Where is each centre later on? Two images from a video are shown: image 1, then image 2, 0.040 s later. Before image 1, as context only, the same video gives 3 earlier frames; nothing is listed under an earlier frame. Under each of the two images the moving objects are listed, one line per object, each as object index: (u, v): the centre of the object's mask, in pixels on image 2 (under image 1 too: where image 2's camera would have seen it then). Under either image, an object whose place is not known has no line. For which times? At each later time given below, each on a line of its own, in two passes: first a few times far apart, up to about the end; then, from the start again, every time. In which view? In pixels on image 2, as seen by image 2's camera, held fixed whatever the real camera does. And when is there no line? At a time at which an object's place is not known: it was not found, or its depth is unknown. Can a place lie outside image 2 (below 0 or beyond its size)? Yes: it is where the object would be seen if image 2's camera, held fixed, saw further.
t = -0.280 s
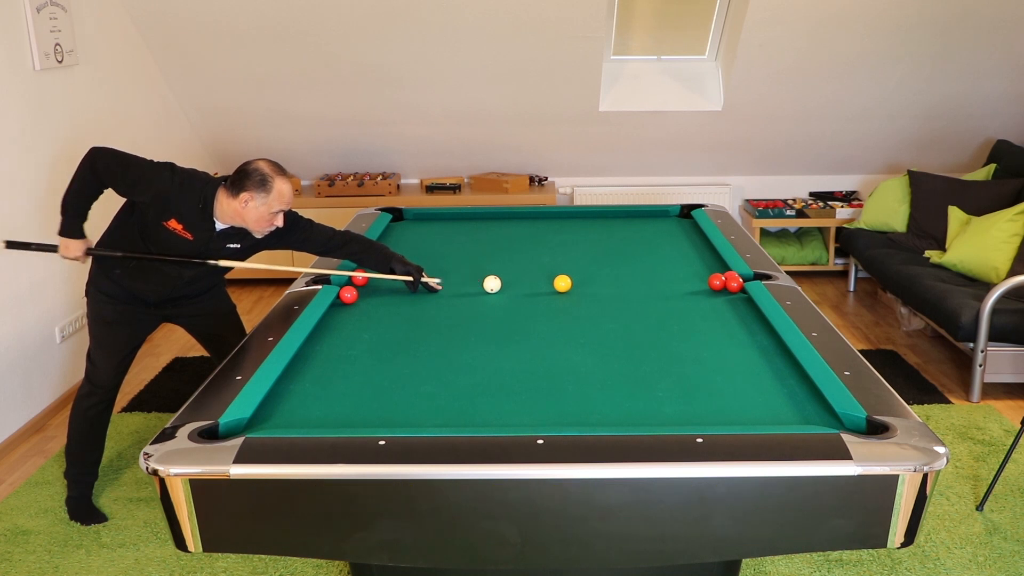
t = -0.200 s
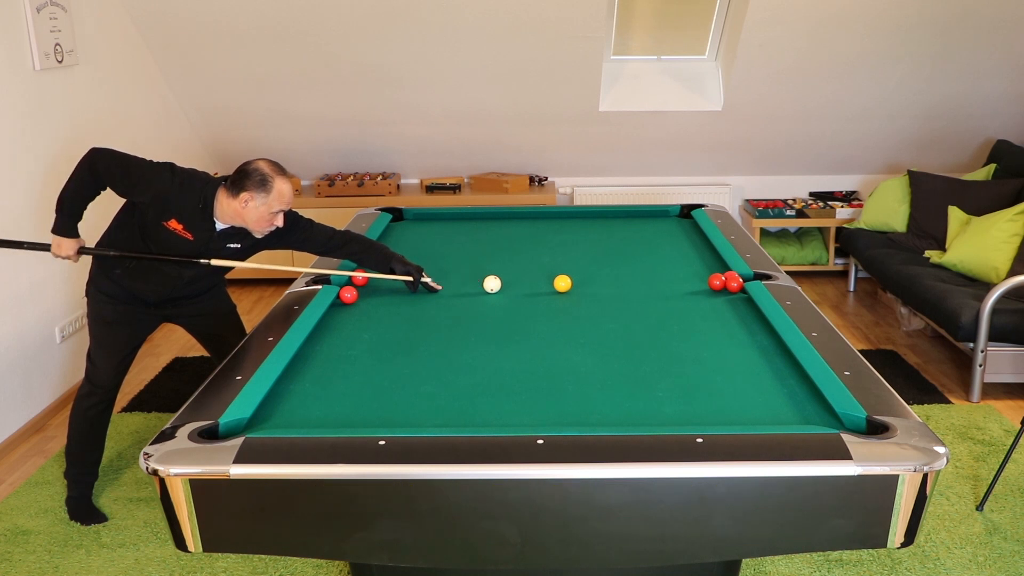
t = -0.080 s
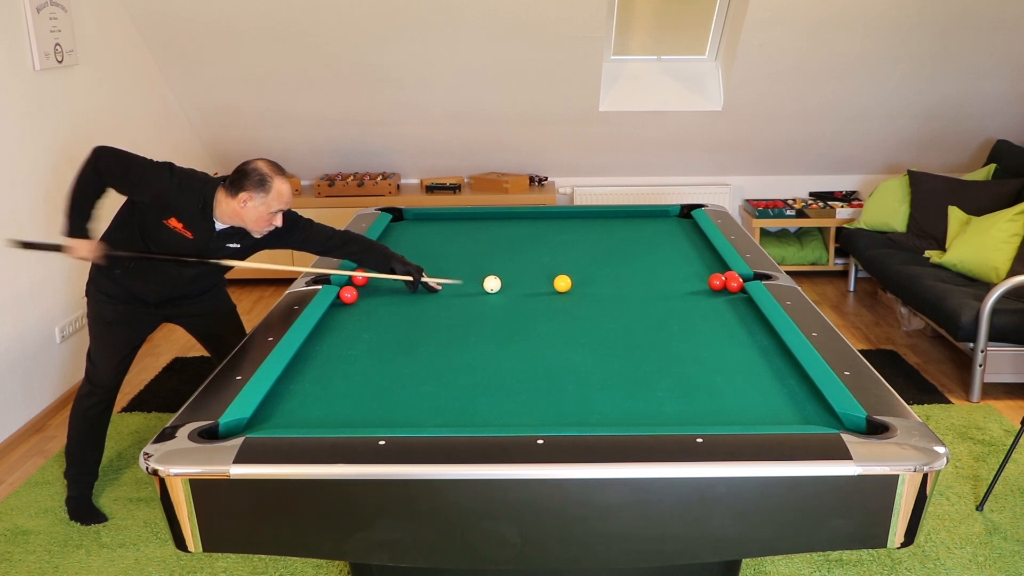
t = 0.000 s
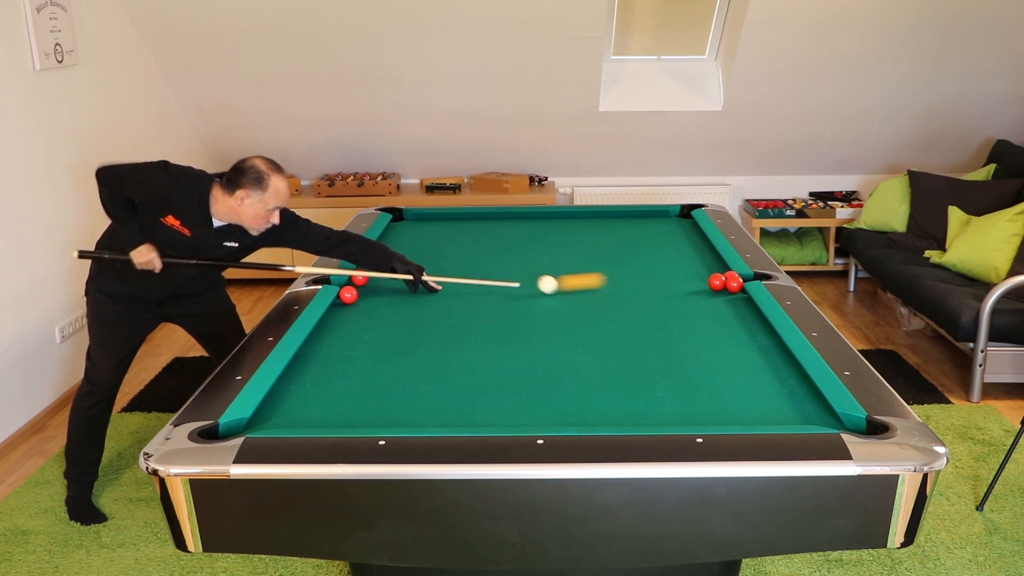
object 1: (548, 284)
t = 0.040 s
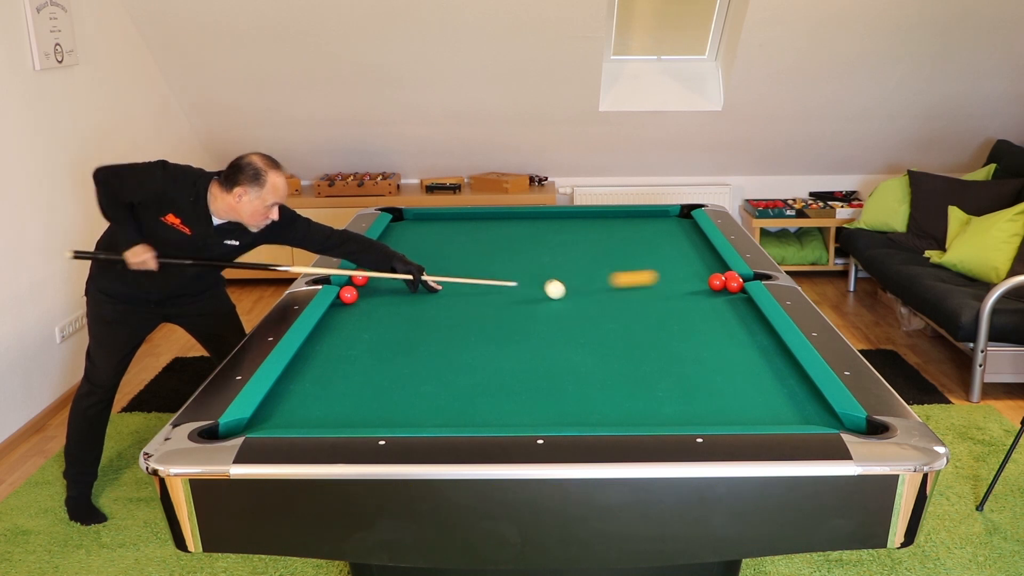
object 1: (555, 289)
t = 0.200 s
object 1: (581, 304)
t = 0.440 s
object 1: (611, 324)
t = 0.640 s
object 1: (638, 341)
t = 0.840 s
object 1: (668, 359)
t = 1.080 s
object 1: (707, 383)
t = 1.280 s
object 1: (744, 406)
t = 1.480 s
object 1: (784, 417)
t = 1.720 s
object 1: (809, 405)
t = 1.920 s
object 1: (778, 390)
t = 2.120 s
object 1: (751, 377)
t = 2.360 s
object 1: (721, 363)
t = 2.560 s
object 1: (699, 352)
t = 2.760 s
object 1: (679, 343)
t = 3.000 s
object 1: (657, 332)
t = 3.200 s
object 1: (640, 324)
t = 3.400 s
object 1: (625, 317)
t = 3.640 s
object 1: (609, 309)
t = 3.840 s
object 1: (596, 303)
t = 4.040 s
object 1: (585, 297)
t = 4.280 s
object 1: (572, 291)
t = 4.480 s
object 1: (563, 286)
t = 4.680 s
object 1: (554, 282)
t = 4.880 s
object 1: (546, 278)
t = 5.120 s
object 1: (537, 274)
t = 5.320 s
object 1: (530, 270)
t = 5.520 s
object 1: (523, 267)
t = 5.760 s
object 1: (516, 264)
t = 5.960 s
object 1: (511, 261)
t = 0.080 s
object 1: (562, 293)
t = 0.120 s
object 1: (568, 297)
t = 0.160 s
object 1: (575, 301)
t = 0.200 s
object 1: (581, 304)
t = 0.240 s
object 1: (586, 308)
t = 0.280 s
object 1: (591, 311)
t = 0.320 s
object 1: (596, 314)
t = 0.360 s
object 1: (601, 317)
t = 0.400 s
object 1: (606, 320)
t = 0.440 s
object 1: (611, 324)
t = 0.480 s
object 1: (617, 327)
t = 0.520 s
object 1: (622, 330)
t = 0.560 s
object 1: (627, 334)
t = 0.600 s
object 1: (633, 337)
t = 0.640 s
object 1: (638, 341)
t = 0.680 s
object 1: (644, 344)
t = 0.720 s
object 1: (650, 348)
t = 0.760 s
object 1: (656, 351)
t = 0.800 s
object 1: (662, 355)
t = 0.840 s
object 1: (668, 359)
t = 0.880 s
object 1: (674, 363)
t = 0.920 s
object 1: (681, 367)
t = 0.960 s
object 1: (687, 371)
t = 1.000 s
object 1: (694, 375)
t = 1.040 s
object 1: (700, 379)
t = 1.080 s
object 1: (707, 383)
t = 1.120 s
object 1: (714, 388)
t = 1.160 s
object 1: (721, 392)
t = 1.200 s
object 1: (729, 397)
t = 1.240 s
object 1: (736, 401)
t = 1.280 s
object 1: (744, 406)
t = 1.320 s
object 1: (752, 410)
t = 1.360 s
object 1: (759, 414)
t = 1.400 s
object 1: (767, 417)
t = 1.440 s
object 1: (776, 419)
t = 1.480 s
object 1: (784, 417)
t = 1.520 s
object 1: (792, 415)
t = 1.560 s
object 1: (799, 414)
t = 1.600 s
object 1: (807, 412)
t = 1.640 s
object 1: (815, 410)
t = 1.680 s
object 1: (817, 408)
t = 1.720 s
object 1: (809, 405)
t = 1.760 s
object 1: (802, 402)
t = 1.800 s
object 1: (796, 398)
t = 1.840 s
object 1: (790, 396)
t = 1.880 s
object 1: (784, 393)
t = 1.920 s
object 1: (778, 390)
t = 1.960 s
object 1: (773, 387)
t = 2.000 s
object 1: (767, 385)
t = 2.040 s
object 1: (761, 382)
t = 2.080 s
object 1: (756, 379)
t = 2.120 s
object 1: (751, 377)
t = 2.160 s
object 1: (746, 374)
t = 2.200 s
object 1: (740, 372)
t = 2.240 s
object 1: (736, 370)
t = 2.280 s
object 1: (730, 367)
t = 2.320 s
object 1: (726, 365)
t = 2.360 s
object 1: (721, 363)
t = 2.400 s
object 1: (716, 361)
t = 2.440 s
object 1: (712, 358)
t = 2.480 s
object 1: (707, 356)
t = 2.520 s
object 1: (703, 354)
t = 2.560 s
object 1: (699, 352)
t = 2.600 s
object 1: (695, 350)
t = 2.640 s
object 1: (690, 348)
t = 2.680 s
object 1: (686, 346)
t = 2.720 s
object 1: (682, 344)
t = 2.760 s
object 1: (679, 343)
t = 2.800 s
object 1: (675, 341)
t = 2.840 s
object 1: (671, 339)
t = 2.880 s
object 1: (667, 337)
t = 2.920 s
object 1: (664, 336)
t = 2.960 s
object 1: (660, 334)
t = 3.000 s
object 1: (657, 332)
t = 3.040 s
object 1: (653, 330)
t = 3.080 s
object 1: (650, 329)
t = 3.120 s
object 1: (647, 327)
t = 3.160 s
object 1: (644, 326)
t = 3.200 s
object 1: (640, 324)
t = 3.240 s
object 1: (637, 323)
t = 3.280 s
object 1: (634, 321)
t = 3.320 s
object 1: (631, 320)
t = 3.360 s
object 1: (628, 318)
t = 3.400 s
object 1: (625, 317)
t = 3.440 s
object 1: (622, 316)
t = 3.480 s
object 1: (620, 314)
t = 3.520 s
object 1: (617, 313)
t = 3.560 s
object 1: (614, 311)
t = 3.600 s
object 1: (611, 310)
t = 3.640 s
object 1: (609, 309)
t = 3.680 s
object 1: (606, 308)
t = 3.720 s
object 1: (604, 306)
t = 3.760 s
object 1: (601, 305)
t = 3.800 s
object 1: (599, 304)
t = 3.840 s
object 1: (596, 303)
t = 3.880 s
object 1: (594, 302)
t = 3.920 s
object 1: (592, 300)
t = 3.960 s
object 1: (589, 299)
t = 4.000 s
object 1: (587, 298)
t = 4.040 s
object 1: (585, 297)
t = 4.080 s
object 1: (583, 296)
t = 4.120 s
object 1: (581, 295)
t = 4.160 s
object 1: (578, 294)
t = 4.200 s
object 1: (576, 293)
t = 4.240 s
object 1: (574, 292)
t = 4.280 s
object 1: (572, 291)
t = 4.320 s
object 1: (570, 290)
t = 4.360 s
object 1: (568, 289)
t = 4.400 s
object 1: (566, 288)
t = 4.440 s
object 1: (564, 287)
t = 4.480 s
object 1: (563, 286)
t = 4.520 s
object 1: (561, 285)
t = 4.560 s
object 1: (559, 285)
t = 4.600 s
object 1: (557, 284)
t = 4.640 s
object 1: (555, 283)
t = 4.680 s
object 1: (554, 282)
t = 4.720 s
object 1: (552, 281)
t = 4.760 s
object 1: (550, 280)
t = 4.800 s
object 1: (549, 280)
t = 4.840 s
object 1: (547, 279)
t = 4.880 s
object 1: (546, 278)
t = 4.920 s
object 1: (544, 277)
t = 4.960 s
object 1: (542, 276)
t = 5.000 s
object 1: (541, 276)
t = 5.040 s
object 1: (539, 275)
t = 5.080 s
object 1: (538, 274)
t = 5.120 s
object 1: (537, 274)
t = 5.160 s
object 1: (535, 273)
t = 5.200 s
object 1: (534, 272)
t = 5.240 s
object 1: (533, 271)
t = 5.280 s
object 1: (531, 271)
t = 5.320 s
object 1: (530, 270)
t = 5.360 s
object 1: (528, 269)
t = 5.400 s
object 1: (527, 269)
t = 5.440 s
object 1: (526, 268)
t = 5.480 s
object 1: (524, 268)
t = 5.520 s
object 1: (523, 267)
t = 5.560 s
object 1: (522, 266)
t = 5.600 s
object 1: (521, 266)
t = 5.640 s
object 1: (520, 265)
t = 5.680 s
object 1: (519, 265)
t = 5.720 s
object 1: (518, 264)
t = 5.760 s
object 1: (516, 264)
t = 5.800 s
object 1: (515, 263)
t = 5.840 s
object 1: (514, 262)
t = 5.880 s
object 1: (513, 262)
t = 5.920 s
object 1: (512, 261)
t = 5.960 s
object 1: (511, 261)
